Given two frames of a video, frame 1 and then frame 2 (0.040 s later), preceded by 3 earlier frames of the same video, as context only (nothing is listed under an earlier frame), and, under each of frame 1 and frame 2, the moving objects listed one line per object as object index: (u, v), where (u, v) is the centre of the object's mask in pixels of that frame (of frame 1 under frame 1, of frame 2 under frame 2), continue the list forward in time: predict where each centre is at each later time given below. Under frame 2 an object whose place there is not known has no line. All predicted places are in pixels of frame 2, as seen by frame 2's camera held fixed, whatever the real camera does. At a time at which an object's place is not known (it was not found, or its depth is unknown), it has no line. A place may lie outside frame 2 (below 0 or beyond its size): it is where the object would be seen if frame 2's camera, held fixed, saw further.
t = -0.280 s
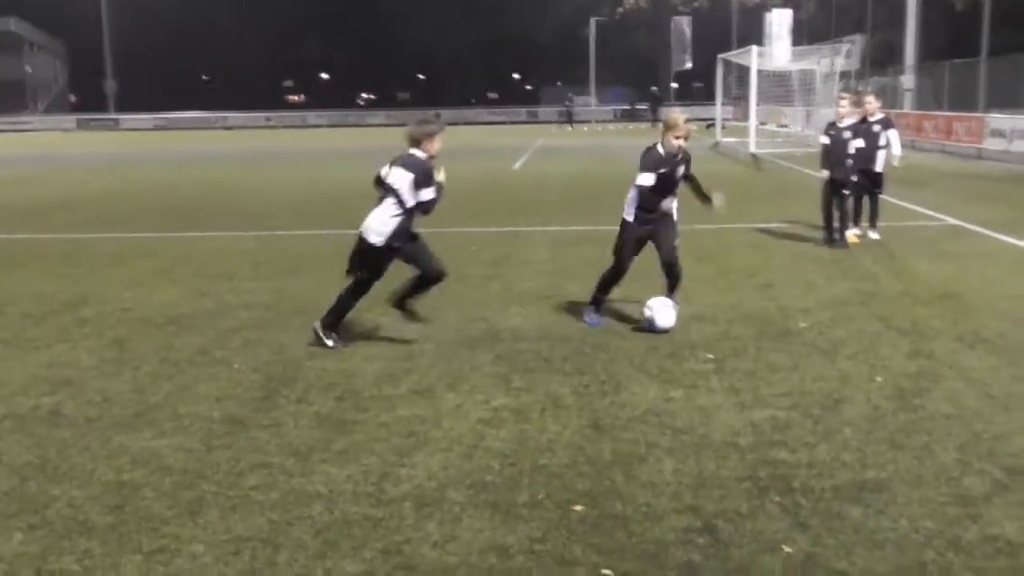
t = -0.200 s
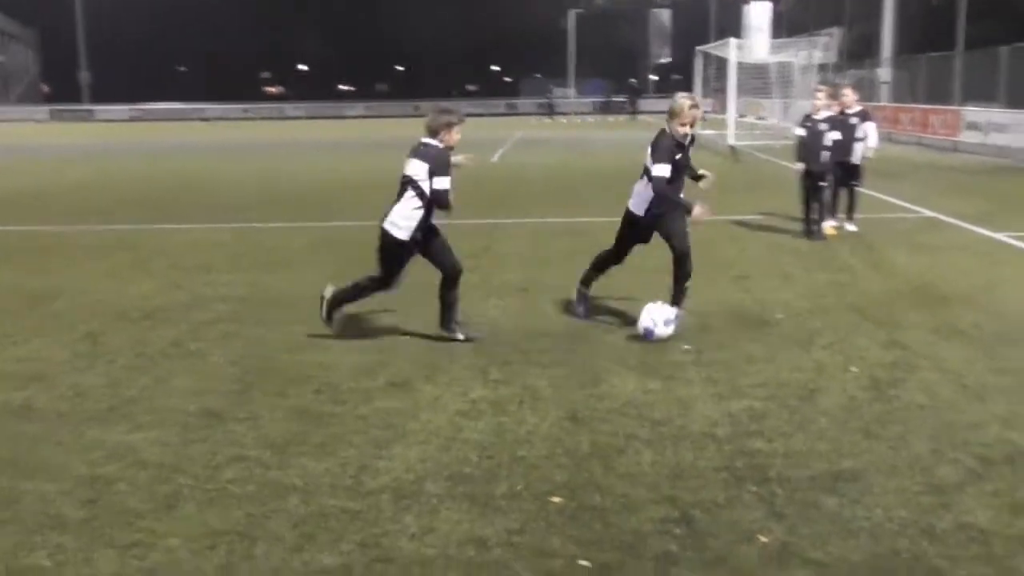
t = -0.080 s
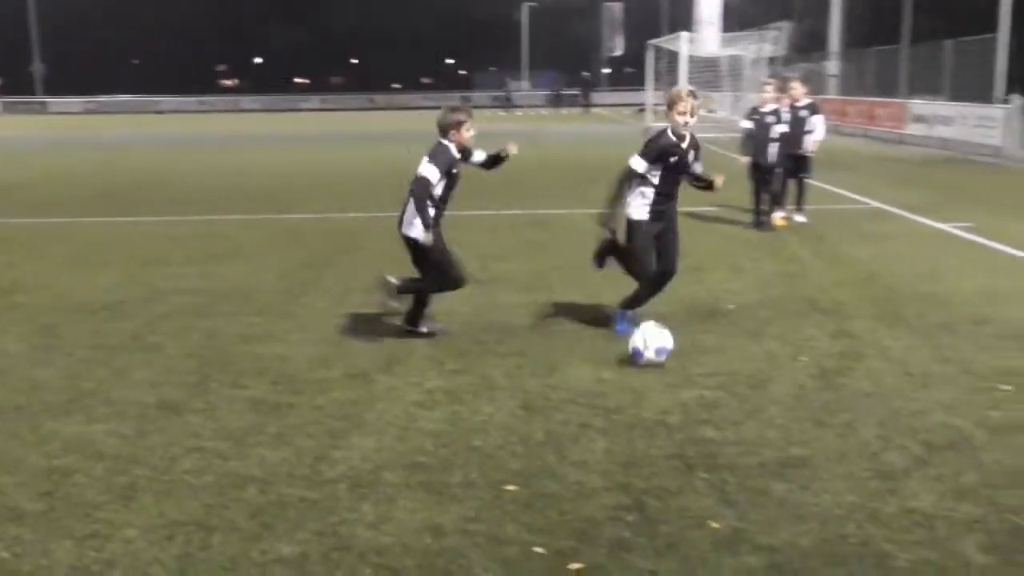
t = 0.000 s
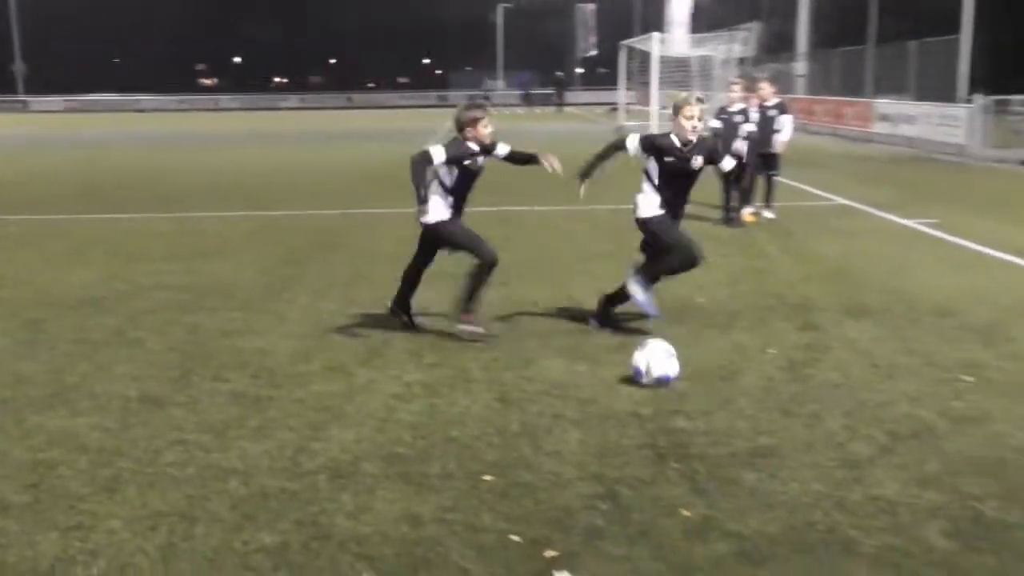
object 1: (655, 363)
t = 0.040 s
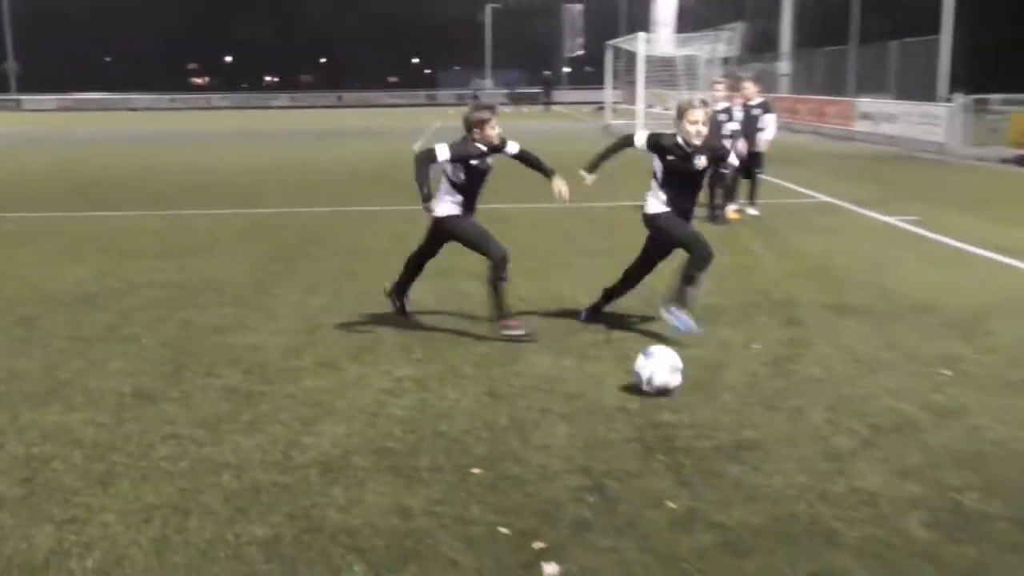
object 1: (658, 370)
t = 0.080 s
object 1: (678, 385)
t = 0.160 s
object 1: (720, 417)
